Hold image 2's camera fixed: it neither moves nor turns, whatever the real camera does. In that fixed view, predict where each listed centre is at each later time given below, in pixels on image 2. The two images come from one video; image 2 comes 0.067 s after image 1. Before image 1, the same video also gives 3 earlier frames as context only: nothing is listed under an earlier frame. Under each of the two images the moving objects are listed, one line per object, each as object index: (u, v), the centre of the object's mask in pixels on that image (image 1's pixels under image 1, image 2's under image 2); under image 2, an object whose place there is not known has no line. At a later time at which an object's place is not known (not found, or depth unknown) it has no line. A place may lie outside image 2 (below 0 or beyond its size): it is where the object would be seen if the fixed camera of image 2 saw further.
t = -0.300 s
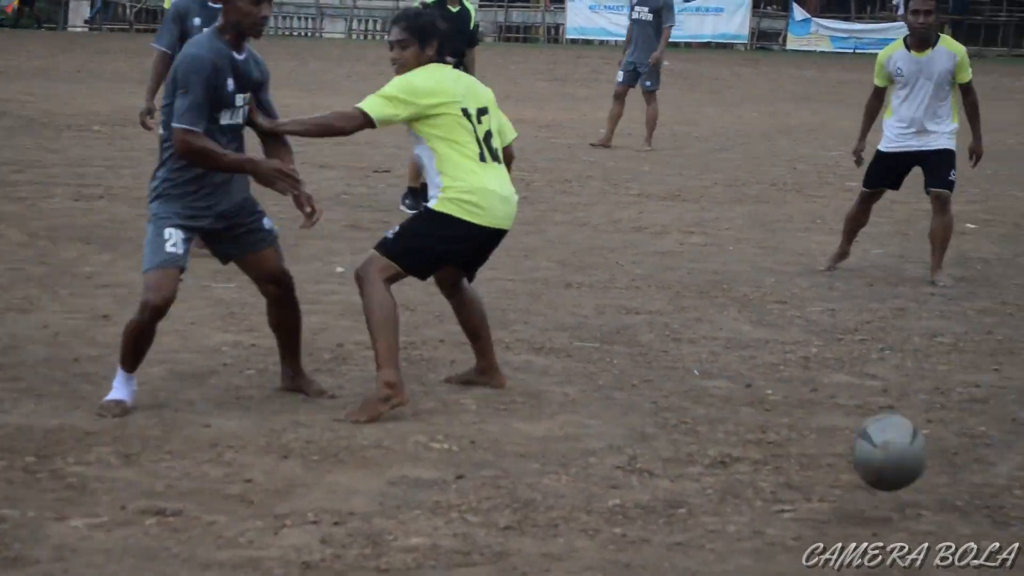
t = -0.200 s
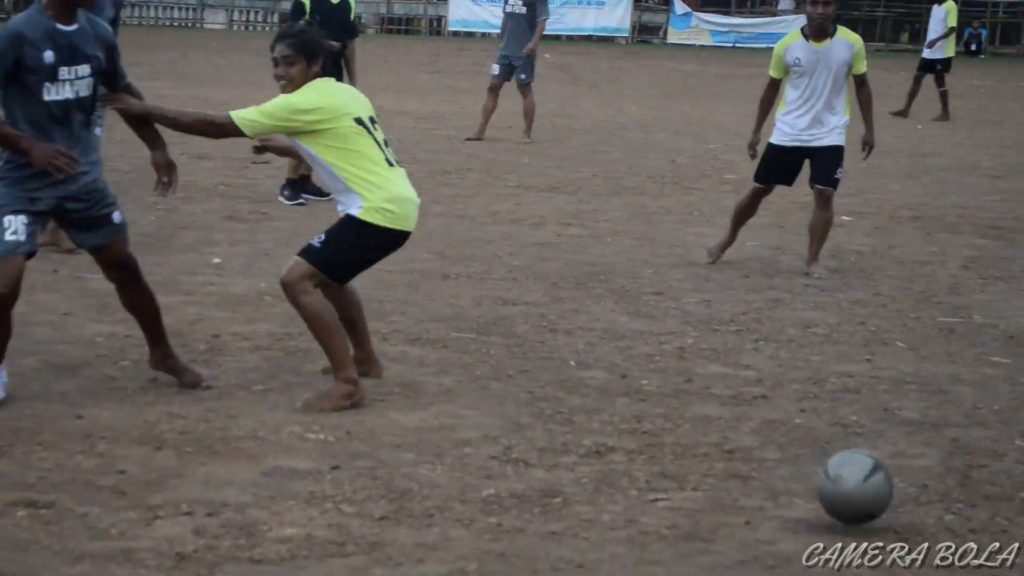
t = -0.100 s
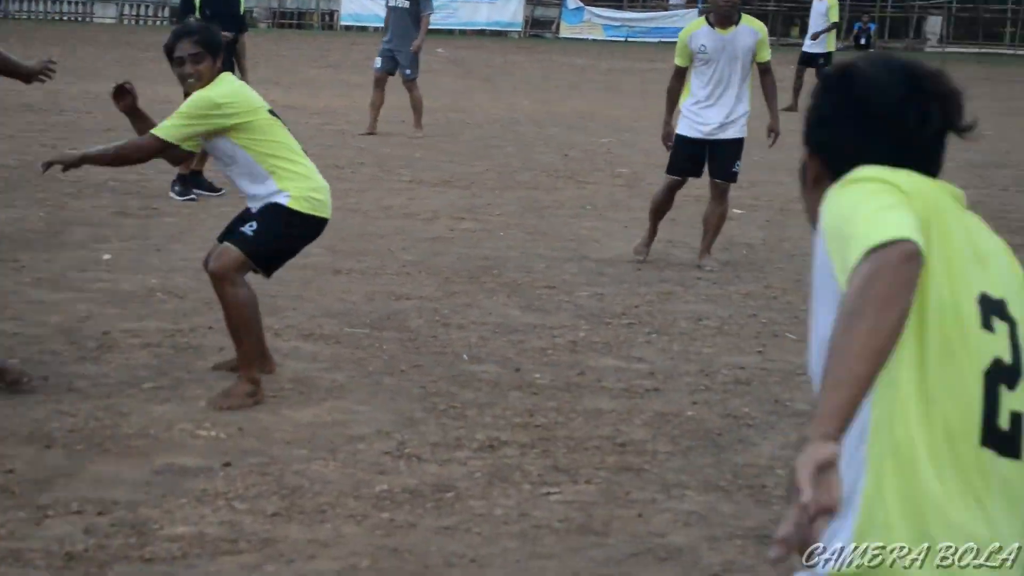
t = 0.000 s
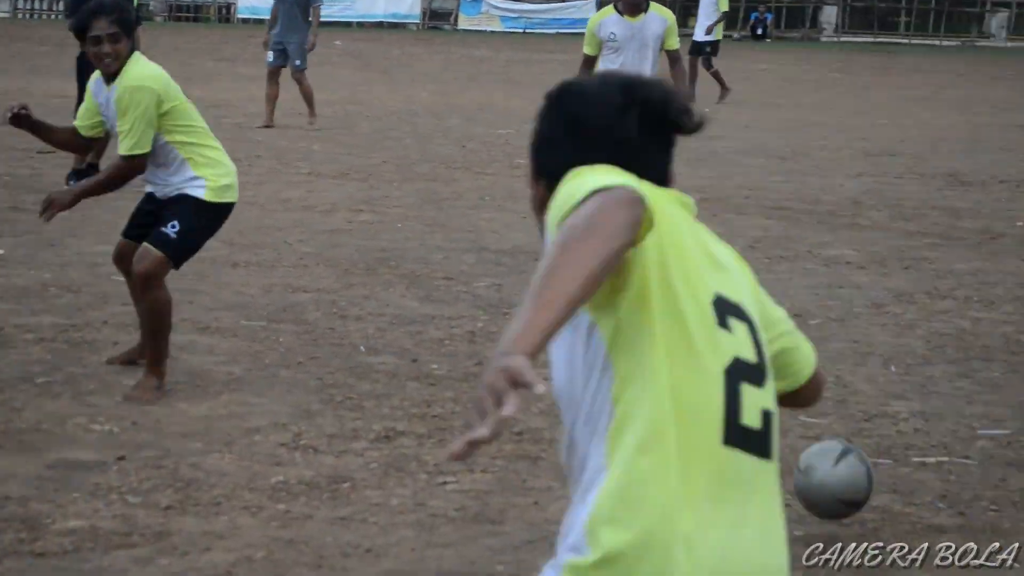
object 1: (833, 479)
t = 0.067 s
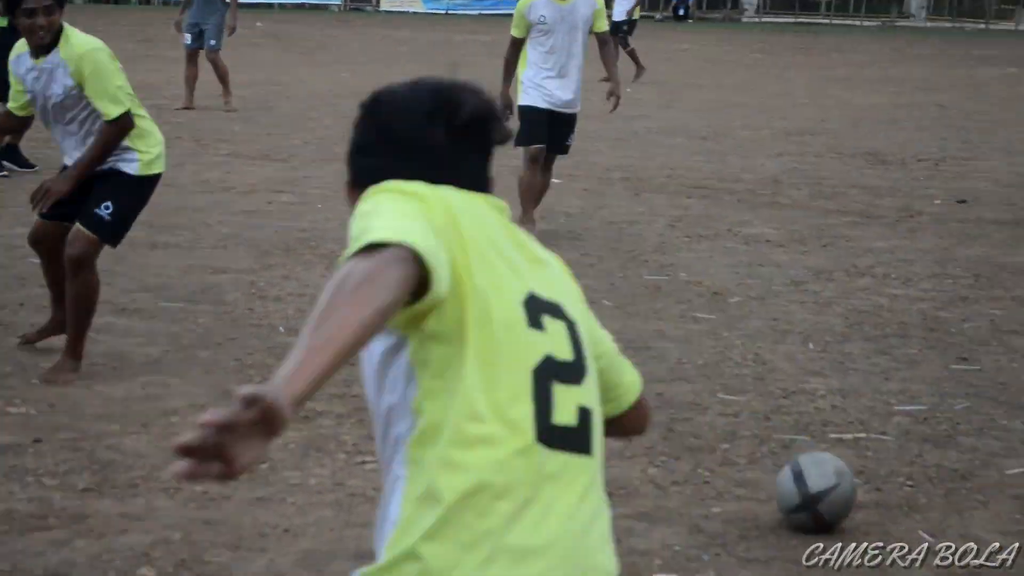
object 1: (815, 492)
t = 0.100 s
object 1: (847, 490)
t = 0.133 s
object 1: (878, 484)
